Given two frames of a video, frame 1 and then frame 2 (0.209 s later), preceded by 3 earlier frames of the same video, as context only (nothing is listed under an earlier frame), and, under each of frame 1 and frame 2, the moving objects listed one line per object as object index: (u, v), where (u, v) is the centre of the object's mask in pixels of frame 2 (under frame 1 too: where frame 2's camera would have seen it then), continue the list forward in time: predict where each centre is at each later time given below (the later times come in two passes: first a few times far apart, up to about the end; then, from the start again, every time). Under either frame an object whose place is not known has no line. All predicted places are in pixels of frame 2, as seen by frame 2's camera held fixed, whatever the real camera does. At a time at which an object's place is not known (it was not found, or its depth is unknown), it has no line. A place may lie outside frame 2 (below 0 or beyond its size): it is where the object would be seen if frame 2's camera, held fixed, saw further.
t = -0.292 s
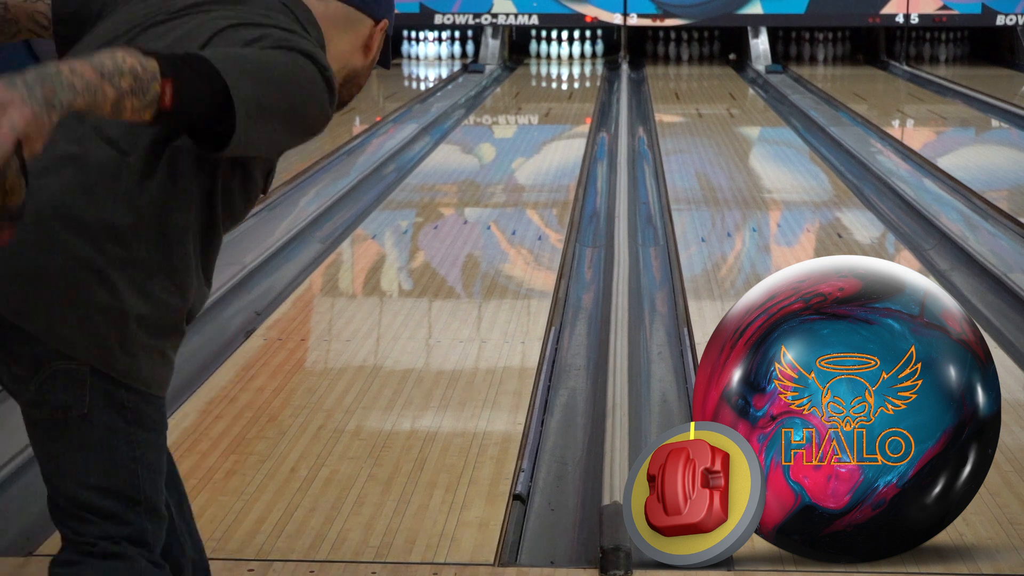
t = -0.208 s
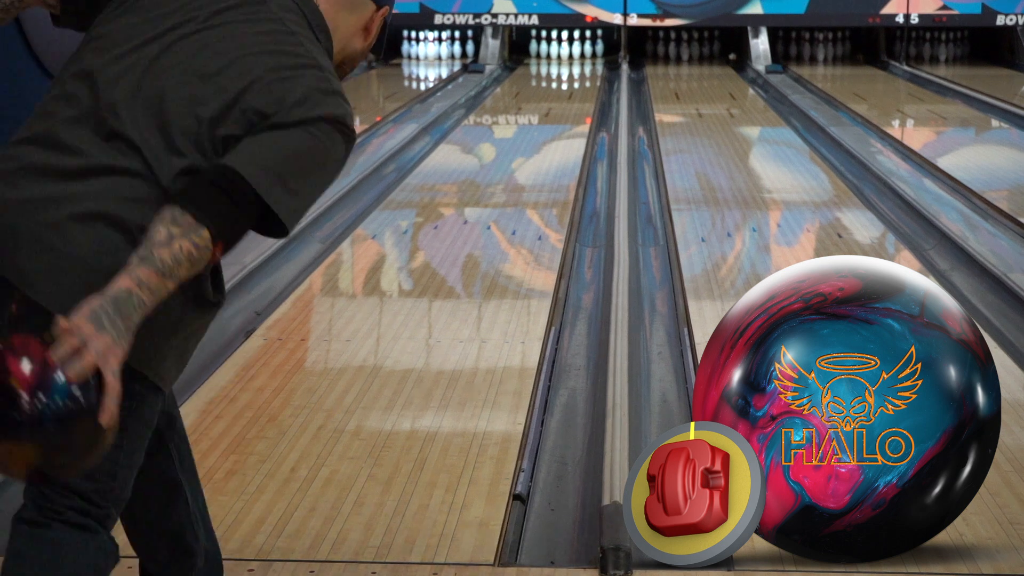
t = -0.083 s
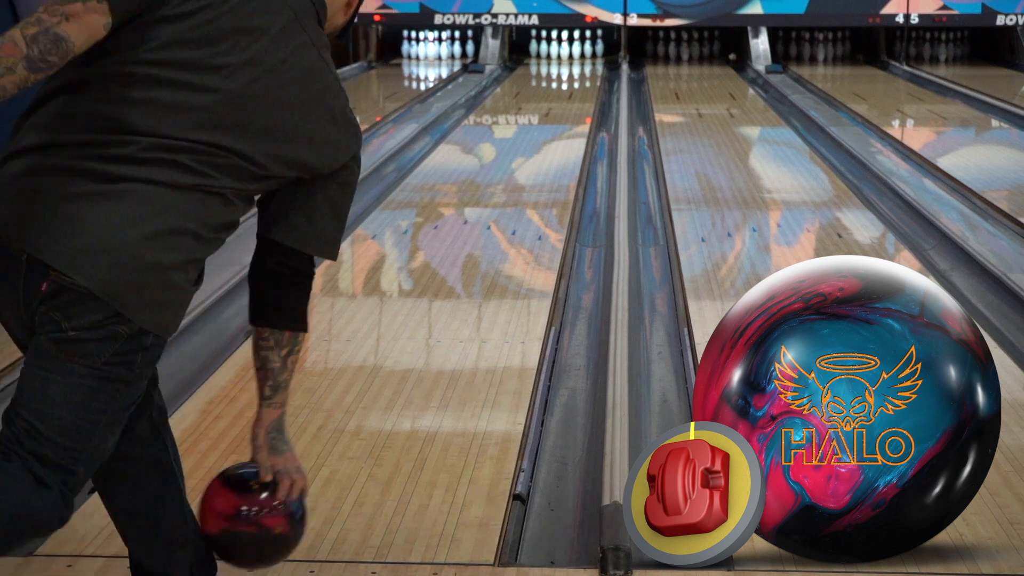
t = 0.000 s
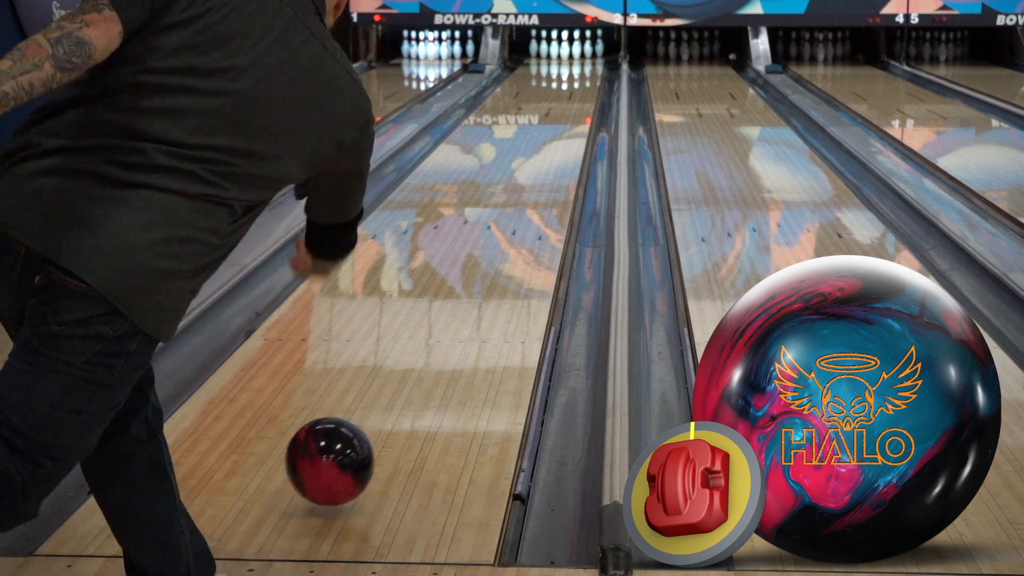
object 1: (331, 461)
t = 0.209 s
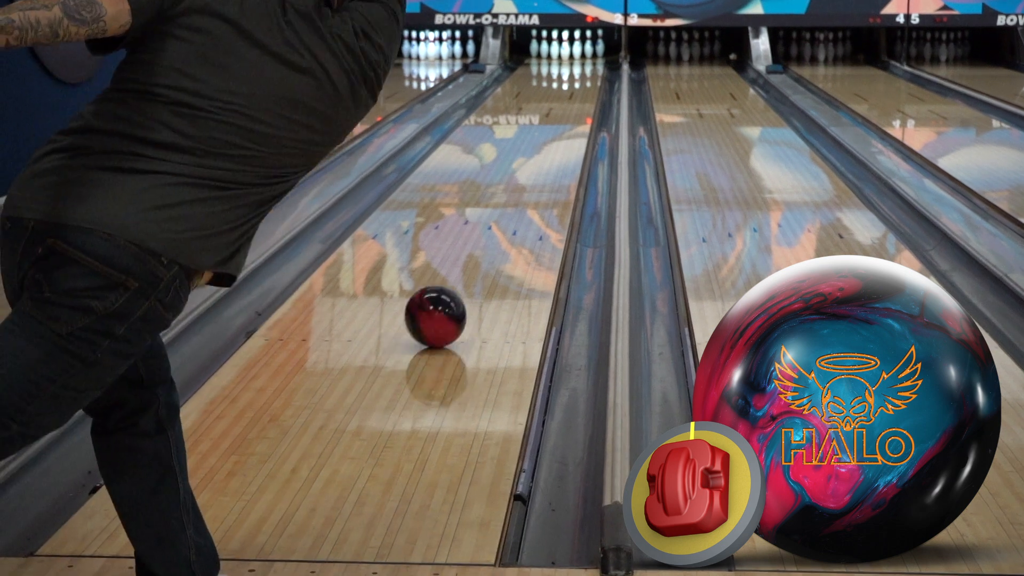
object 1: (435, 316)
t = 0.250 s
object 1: (449, 296)
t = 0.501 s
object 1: (506, 210)
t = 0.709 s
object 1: (534, 166)
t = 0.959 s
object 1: (556, 131)
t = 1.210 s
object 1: (570, 106)
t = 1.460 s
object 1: (579, 89)
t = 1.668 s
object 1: (583, 77)
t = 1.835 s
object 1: (583, 69)
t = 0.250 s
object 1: (449, 296)
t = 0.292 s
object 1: (461, 278)
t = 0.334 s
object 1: (472, 262)
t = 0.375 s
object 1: (481, 247)
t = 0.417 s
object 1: (490, 233)
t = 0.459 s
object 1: (498, 222)
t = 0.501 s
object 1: (506, 210)
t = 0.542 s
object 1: (512, 200)
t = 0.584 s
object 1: (518, 190)
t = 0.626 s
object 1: (524, 182)
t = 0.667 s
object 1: (529, 174)
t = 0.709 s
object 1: (534, 166)
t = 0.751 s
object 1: (538, 159)
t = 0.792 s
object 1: (542, 152)
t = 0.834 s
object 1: (546, 146)
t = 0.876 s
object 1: (549, 141)
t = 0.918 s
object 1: (553, 136)
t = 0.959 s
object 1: (556, 131)
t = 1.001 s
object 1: (558, 126)
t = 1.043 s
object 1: (561, 121)
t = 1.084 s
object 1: (564, 117)
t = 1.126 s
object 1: (566, 113)
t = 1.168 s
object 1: (568, 109)
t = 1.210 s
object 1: (570, 106)
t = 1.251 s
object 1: (572, 103)
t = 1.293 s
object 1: (574, 99)
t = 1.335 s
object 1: (576, 96)
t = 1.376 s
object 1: (577, 94)
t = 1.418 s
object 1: (578, 91)
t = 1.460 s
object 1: (579, 89)
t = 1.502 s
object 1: (580, 86)
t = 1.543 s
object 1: (581, 83)
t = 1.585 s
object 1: (582, 81)
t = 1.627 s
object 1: (582, 79)
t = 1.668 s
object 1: (583, 77)
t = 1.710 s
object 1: (583, 75)
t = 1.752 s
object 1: (584, 73)
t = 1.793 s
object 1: (583, 71)
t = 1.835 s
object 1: (583, 69)
